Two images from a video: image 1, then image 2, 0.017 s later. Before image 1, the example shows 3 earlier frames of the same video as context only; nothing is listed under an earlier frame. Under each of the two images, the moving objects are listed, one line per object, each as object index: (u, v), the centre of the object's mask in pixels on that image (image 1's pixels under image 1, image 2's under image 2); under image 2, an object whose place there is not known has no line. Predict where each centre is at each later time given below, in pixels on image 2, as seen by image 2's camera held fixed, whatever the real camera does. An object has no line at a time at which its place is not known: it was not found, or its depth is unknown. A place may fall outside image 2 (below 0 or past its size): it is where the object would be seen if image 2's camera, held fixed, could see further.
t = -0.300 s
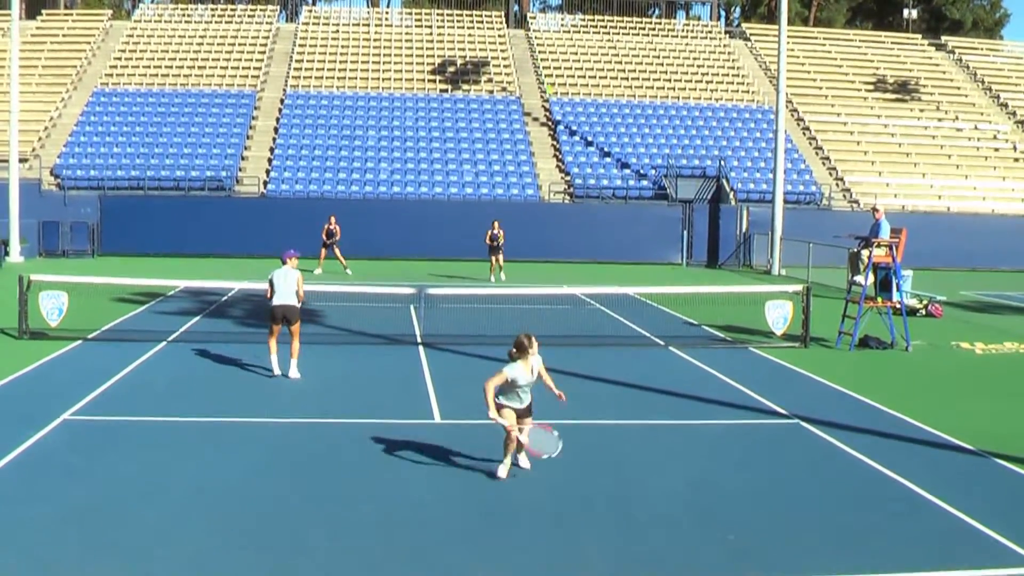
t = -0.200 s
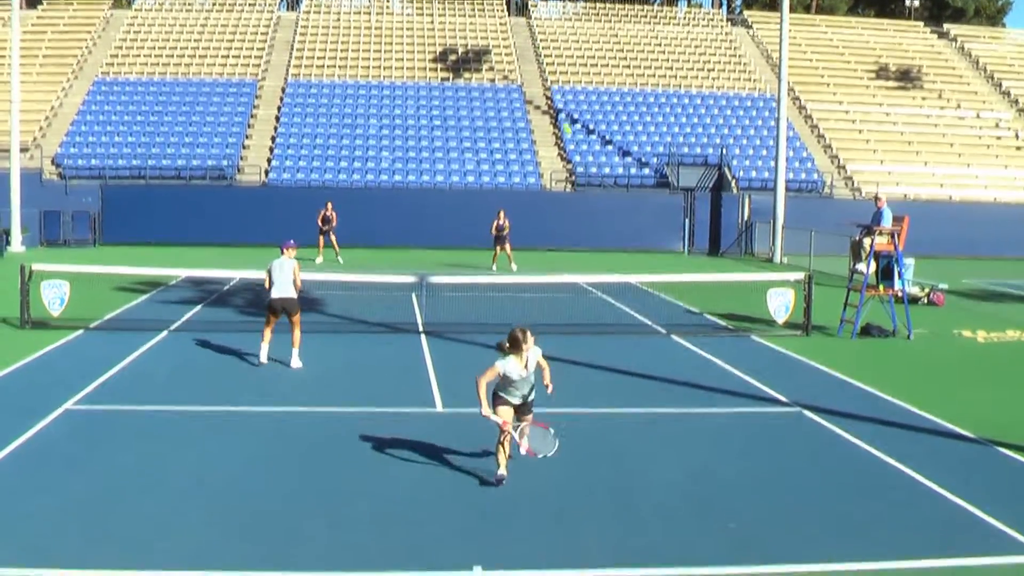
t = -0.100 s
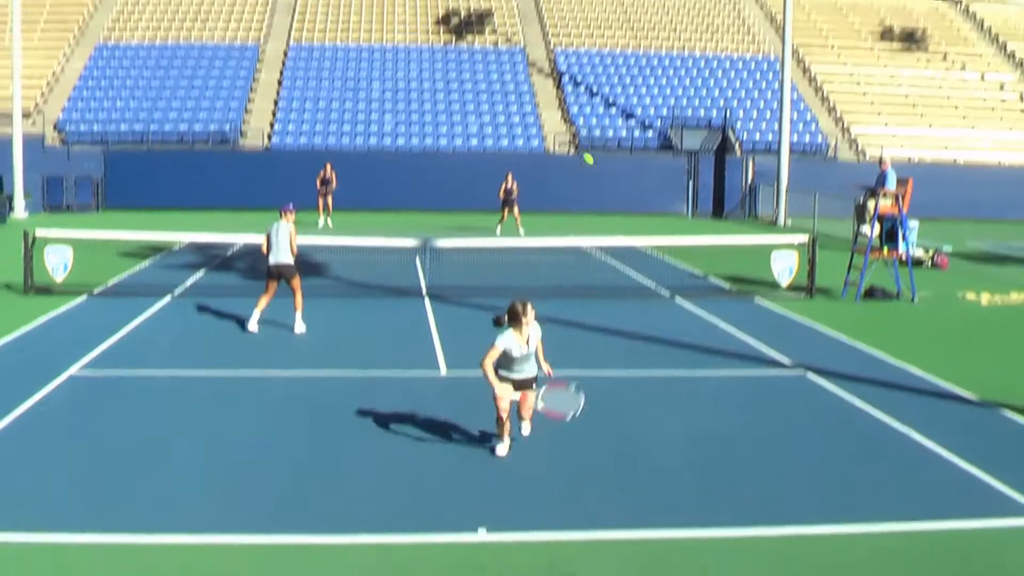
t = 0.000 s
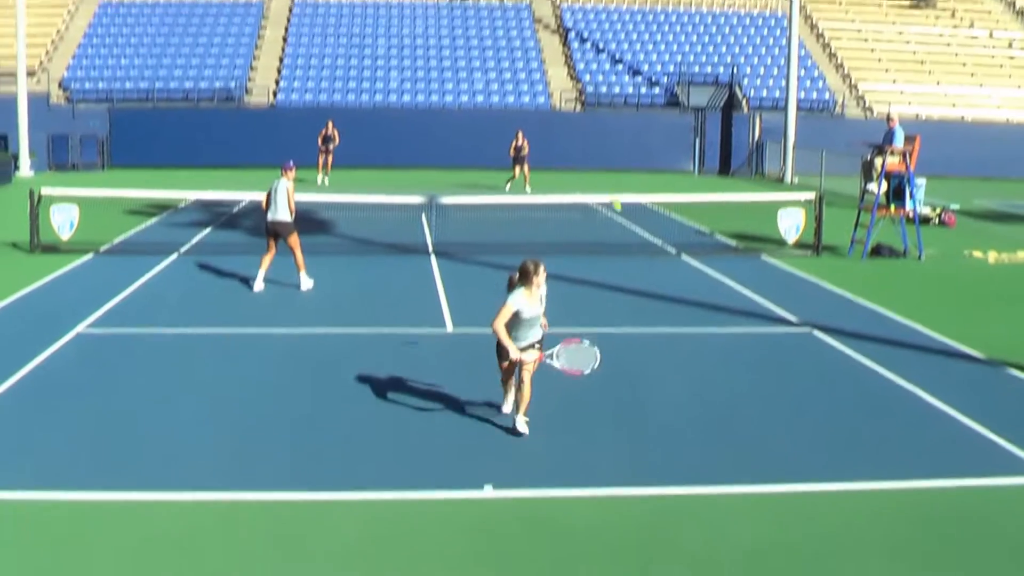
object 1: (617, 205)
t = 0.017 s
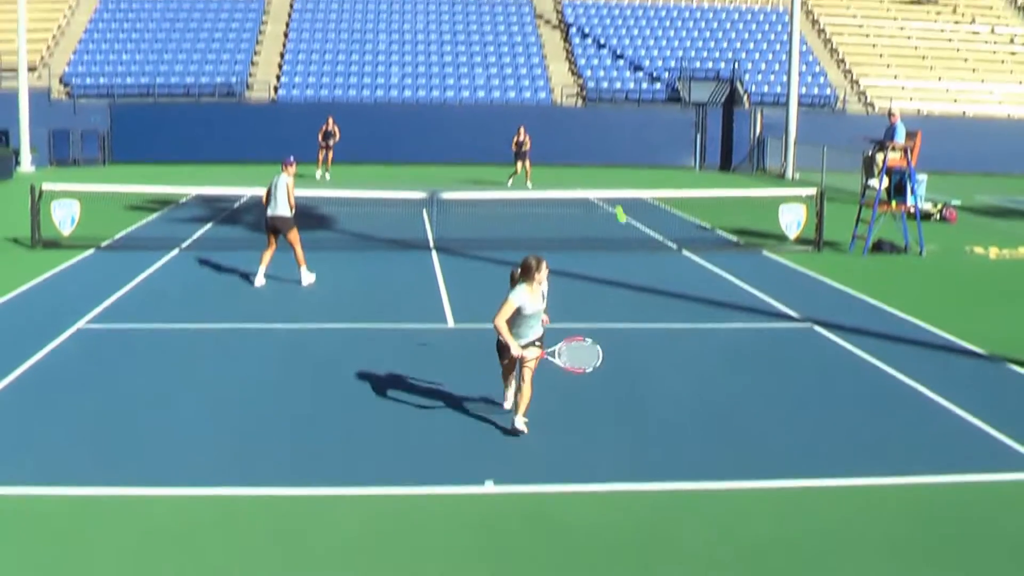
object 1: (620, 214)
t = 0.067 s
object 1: (632, 267)
